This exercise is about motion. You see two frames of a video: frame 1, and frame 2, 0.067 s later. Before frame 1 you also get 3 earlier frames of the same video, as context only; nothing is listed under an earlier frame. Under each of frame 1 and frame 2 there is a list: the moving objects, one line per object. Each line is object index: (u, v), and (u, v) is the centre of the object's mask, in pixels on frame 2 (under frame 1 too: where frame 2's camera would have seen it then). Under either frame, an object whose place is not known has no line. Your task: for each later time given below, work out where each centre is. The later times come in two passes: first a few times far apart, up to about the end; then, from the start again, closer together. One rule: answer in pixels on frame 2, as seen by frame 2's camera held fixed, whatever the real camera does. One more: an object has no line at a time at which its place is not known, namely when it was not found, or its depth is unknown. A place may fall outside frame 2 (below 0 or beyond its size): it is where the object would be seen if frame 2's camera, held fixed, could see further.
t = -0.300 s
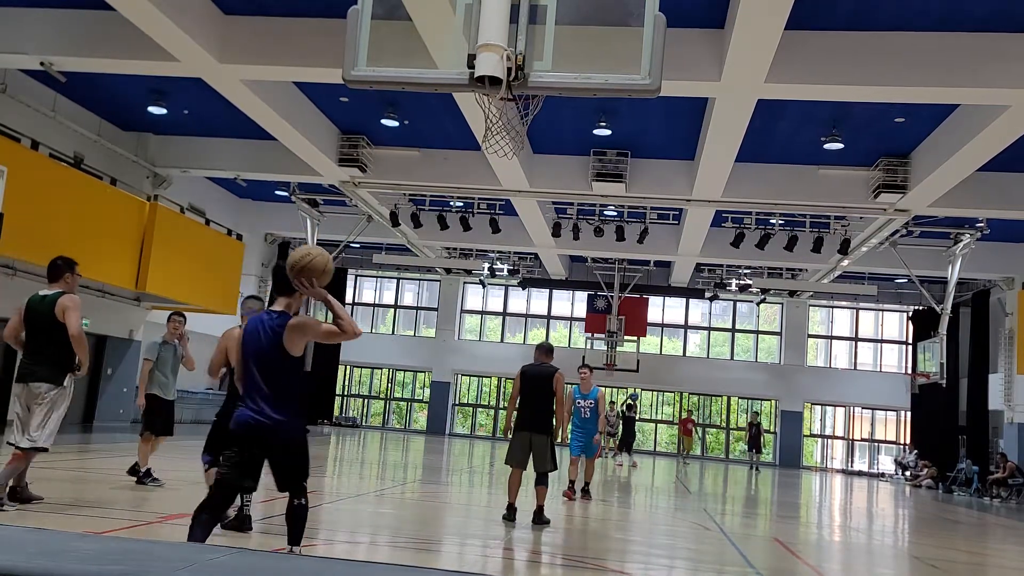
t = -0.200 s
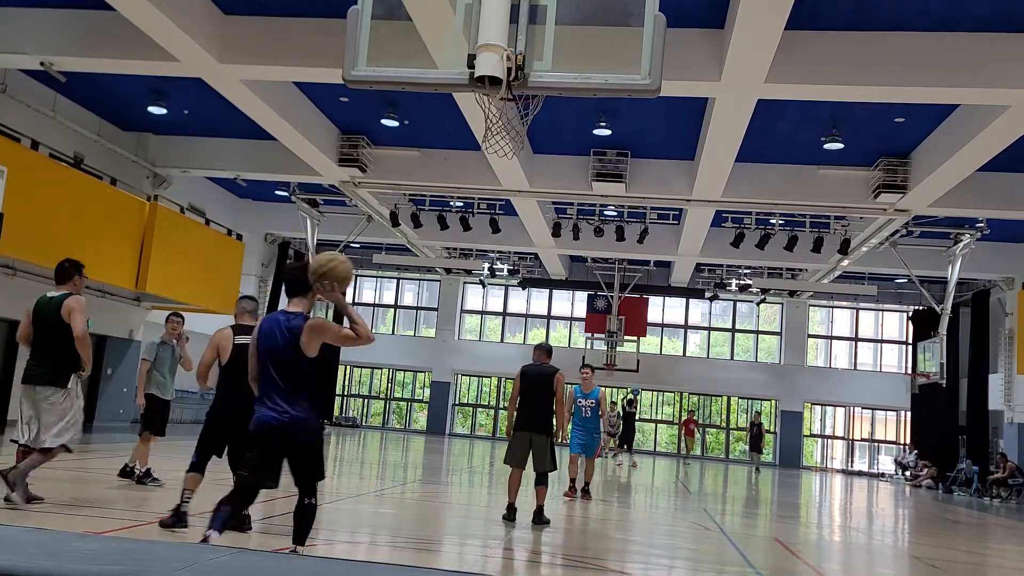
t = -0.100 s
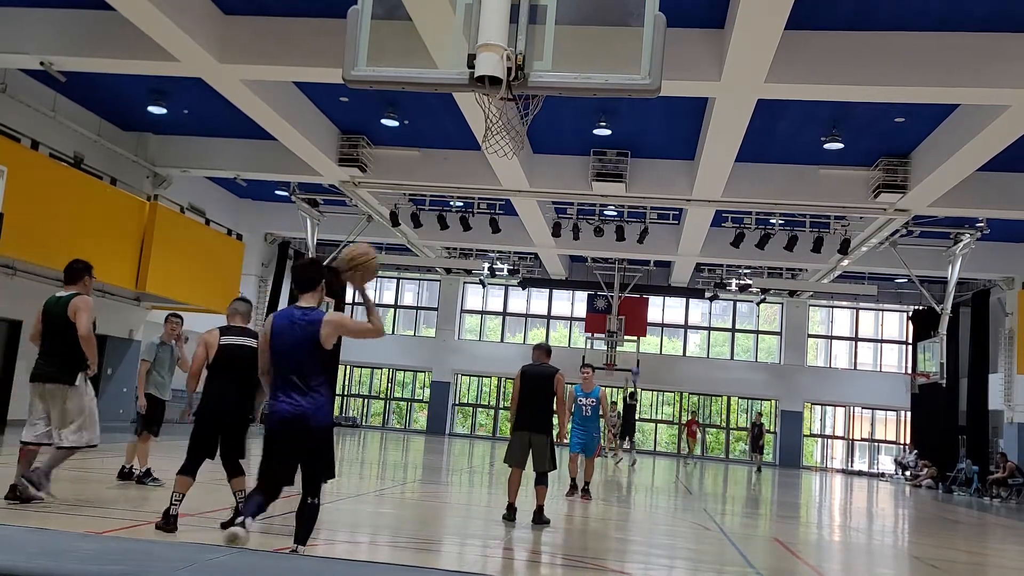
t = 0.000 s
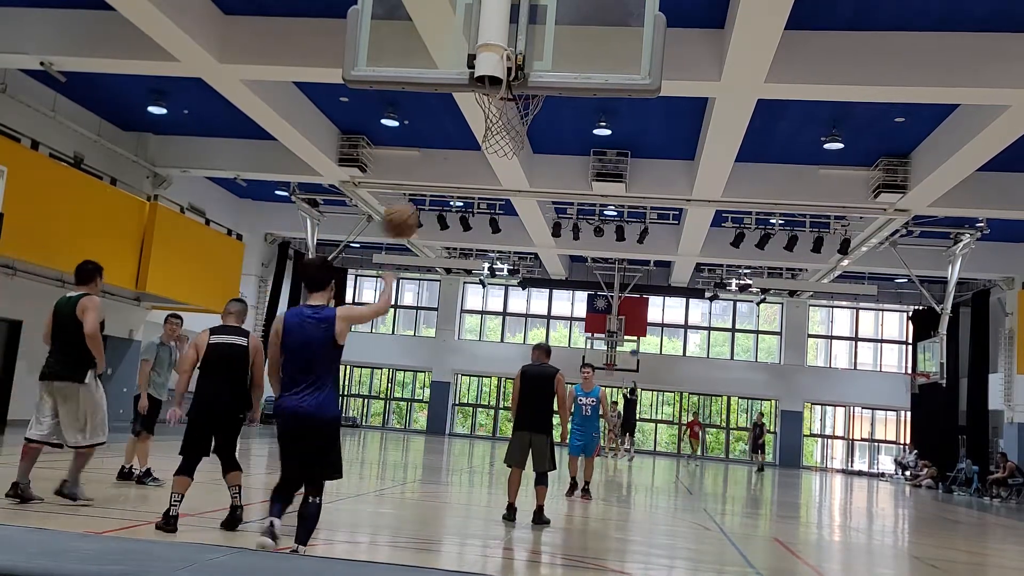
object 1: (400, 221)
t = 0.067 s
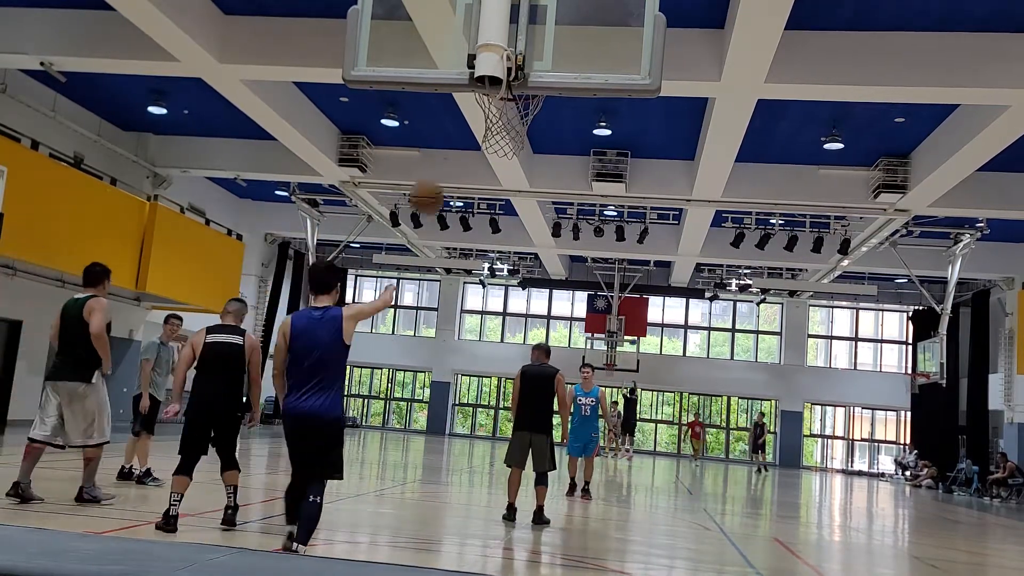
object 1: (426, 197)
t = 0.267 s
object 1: (485, 174)
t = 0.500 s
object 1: (531, 203)
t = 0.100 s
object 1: (438, 189)
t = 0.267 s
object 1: (485, 174)
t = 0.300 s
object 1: (493, 175)
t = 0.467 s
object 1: (525, 196)
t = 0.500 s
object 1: (531, 203)
